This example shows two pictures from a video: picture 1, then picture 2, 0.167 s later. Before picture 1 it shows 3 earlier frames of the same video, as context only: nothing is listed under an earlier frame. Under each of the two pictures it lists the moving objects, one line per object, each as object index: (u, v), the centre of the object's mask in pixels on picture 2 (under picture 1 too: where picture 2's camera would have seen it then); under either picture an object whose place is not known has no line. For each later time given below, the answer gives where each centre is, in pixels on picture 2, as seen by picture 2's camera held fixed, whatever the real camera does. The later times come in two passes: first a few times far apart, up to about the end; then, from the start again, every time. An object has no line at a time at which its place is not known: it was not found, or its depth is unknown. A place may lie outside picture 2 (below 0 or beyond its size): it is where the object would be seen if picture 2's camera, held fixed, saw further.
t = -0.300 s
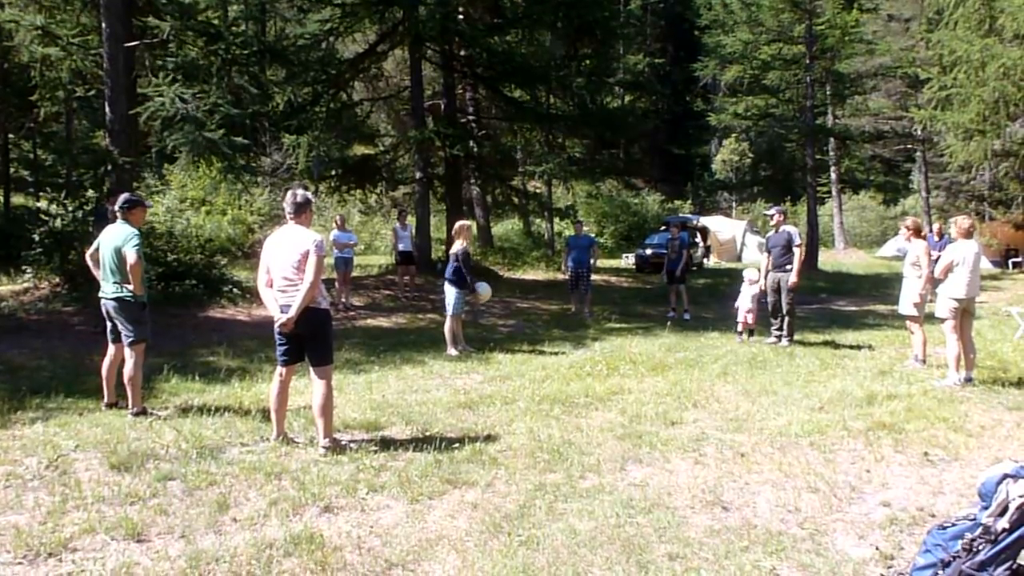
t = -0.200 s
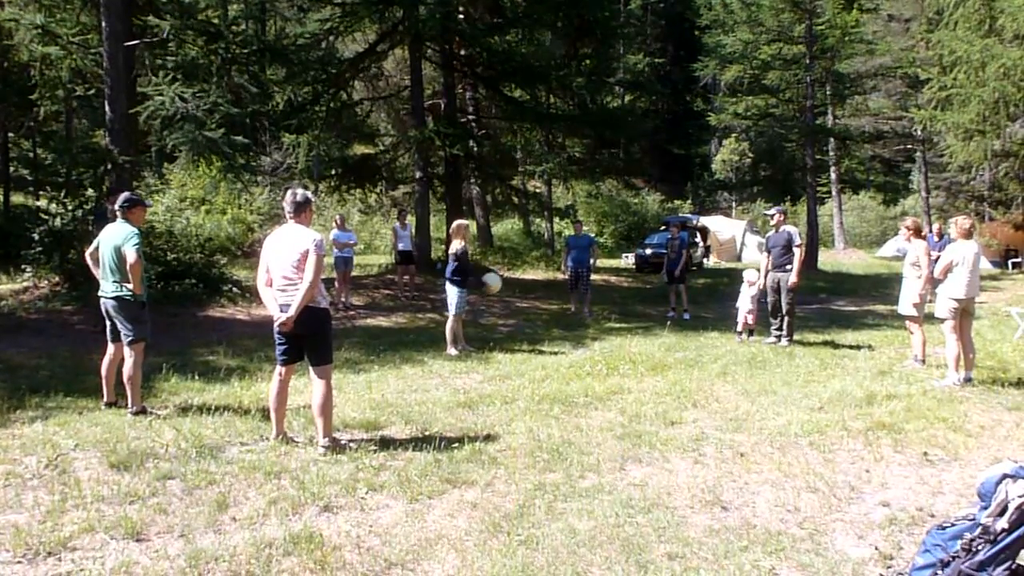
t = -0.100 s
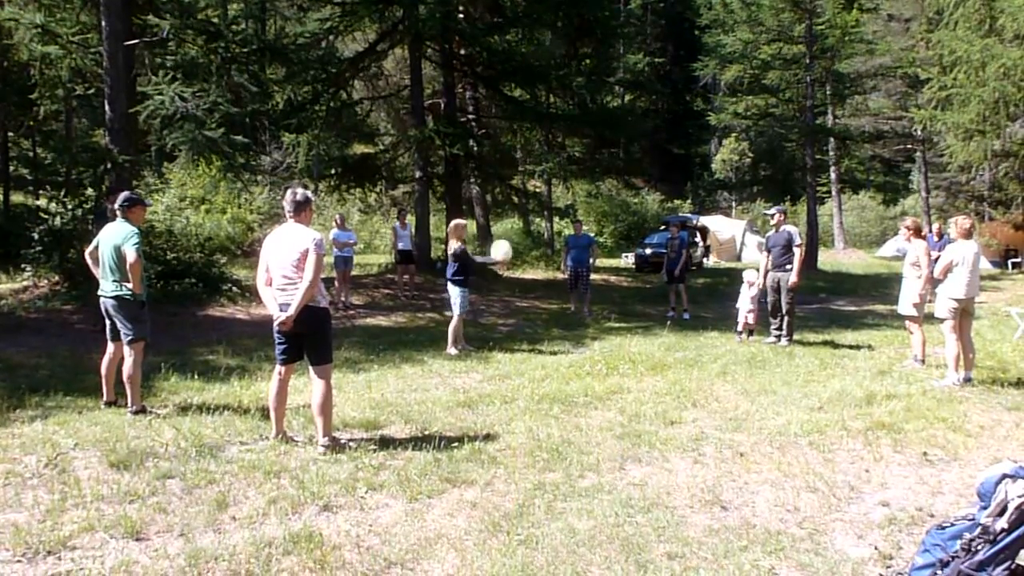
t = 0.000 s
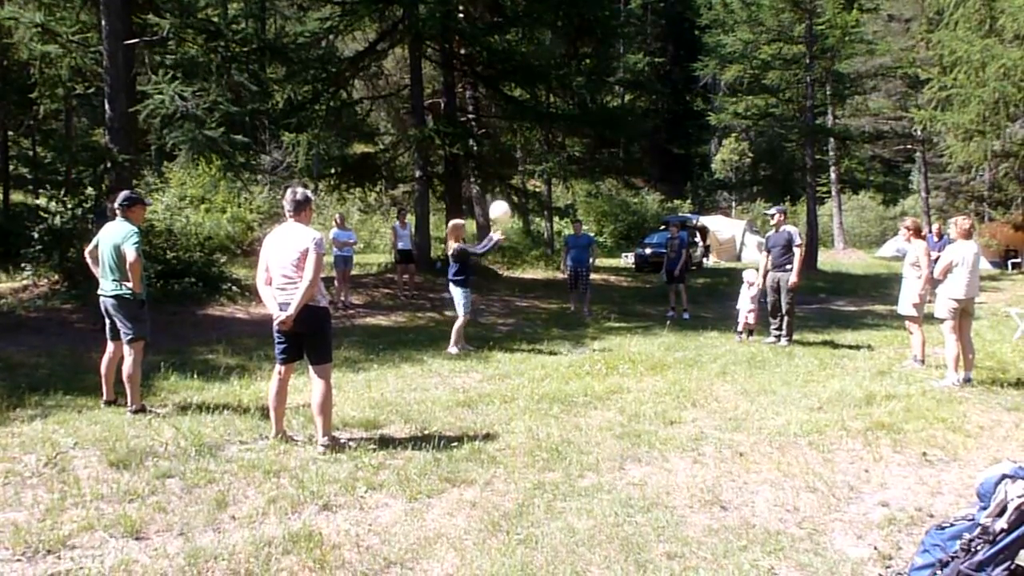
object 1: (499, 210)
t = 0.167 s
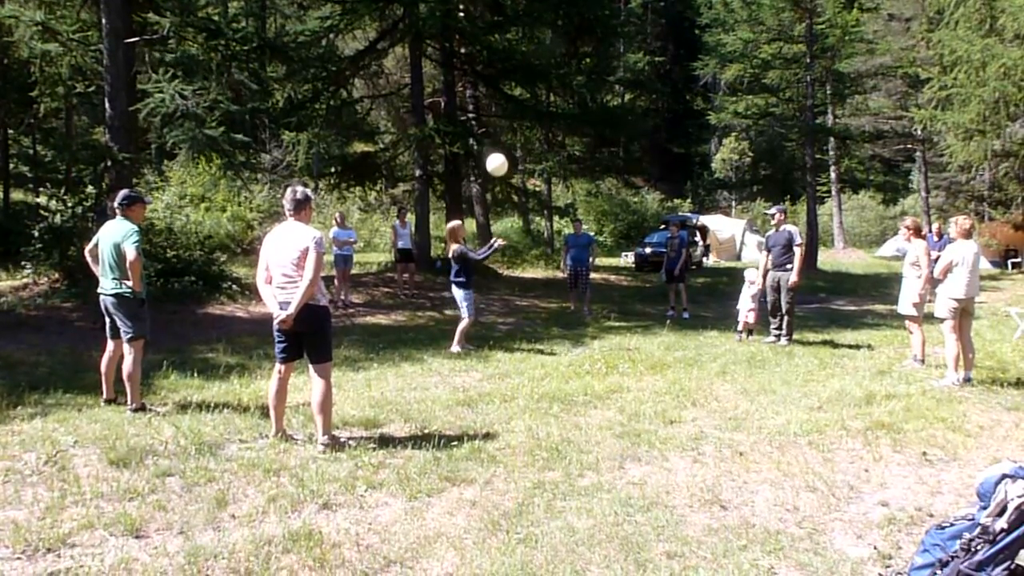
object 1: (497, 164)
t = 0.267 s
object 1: (494, 148)
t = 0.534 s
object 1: (489, 144)
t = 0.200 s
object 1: (496, 158)
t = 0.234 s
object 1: (495, 152)
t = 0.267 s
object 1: (494, 148)
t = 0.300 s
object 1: (494, 144)
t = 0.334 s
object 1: (493, 141)
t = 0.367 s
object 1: (492, 139)
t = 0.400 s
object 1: (492, 138)
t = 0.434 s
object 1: (491, 138)
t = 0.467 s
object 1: (491, 139)
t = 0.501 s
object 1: (490, 141)
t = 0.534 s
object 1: (489, 144)
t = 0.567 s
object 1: (489, 147)
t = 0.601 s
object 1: (488, 152)
